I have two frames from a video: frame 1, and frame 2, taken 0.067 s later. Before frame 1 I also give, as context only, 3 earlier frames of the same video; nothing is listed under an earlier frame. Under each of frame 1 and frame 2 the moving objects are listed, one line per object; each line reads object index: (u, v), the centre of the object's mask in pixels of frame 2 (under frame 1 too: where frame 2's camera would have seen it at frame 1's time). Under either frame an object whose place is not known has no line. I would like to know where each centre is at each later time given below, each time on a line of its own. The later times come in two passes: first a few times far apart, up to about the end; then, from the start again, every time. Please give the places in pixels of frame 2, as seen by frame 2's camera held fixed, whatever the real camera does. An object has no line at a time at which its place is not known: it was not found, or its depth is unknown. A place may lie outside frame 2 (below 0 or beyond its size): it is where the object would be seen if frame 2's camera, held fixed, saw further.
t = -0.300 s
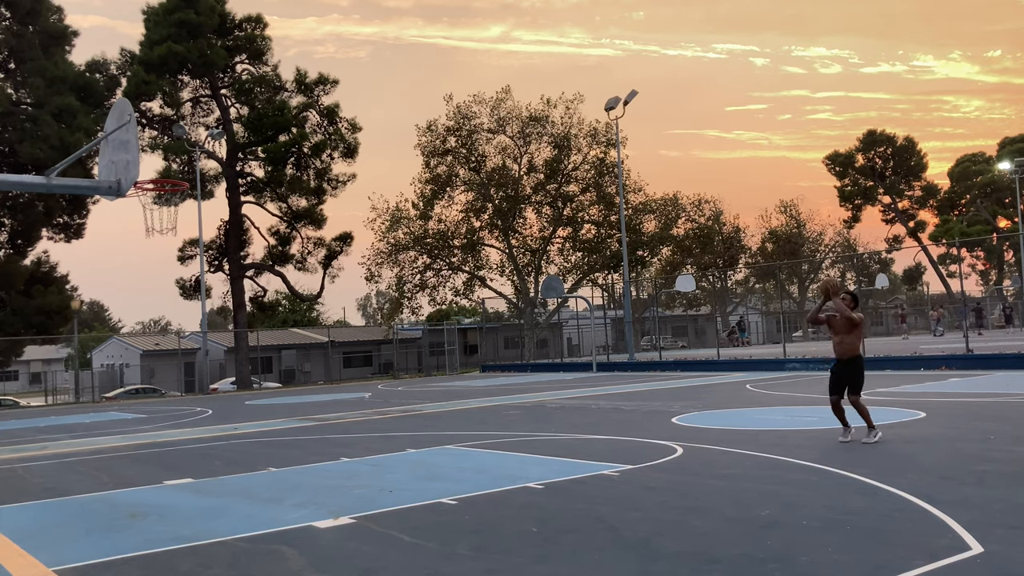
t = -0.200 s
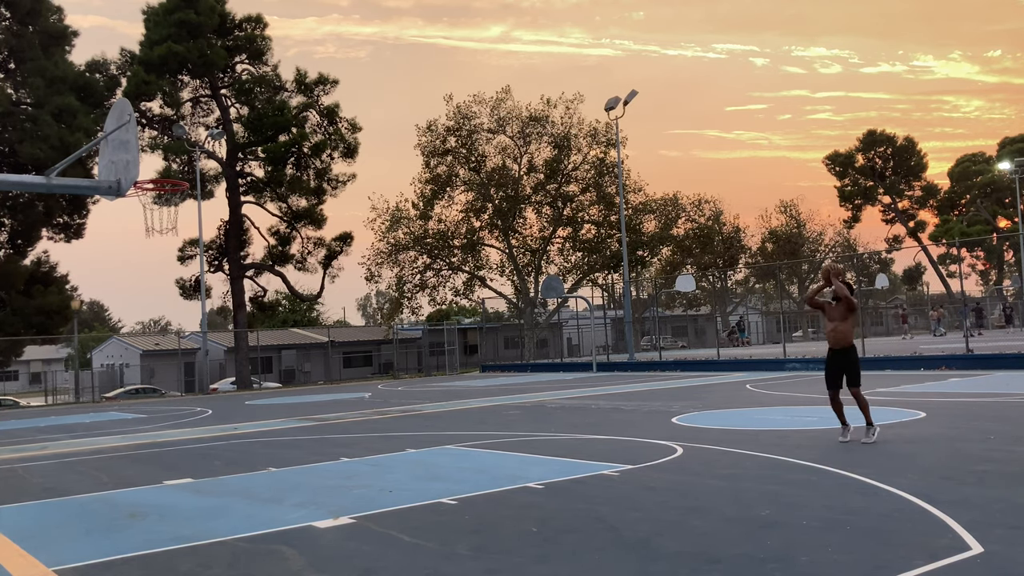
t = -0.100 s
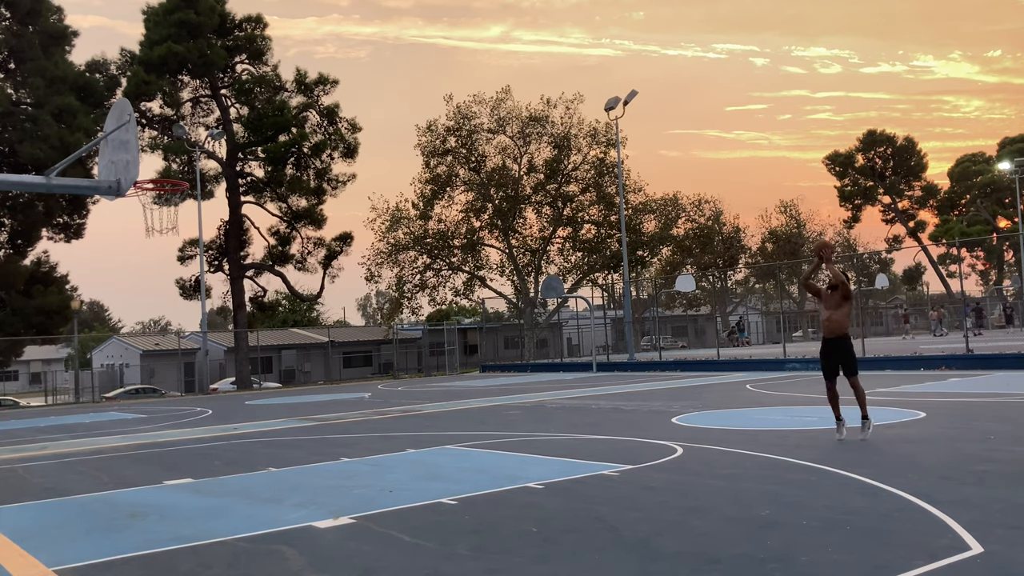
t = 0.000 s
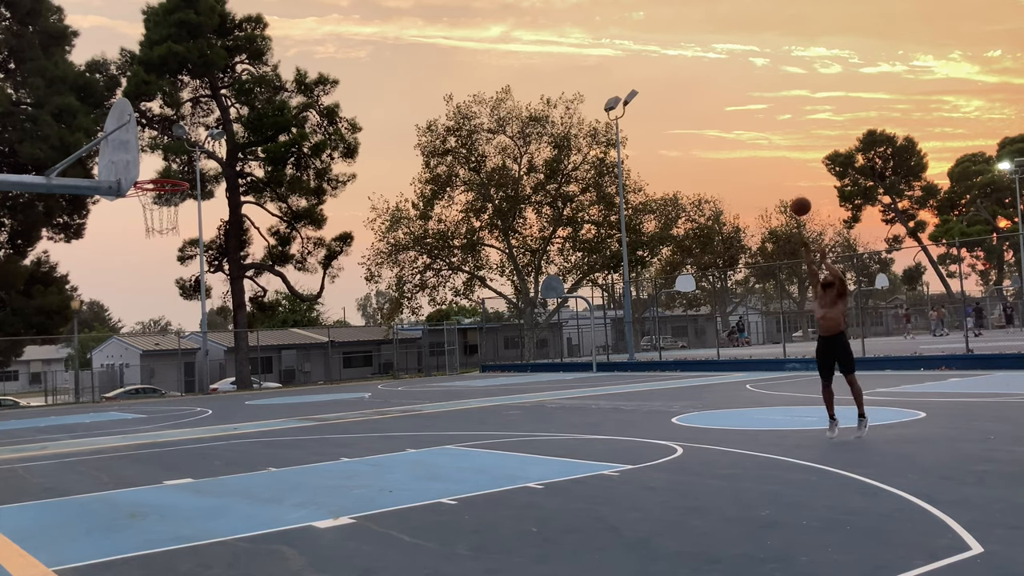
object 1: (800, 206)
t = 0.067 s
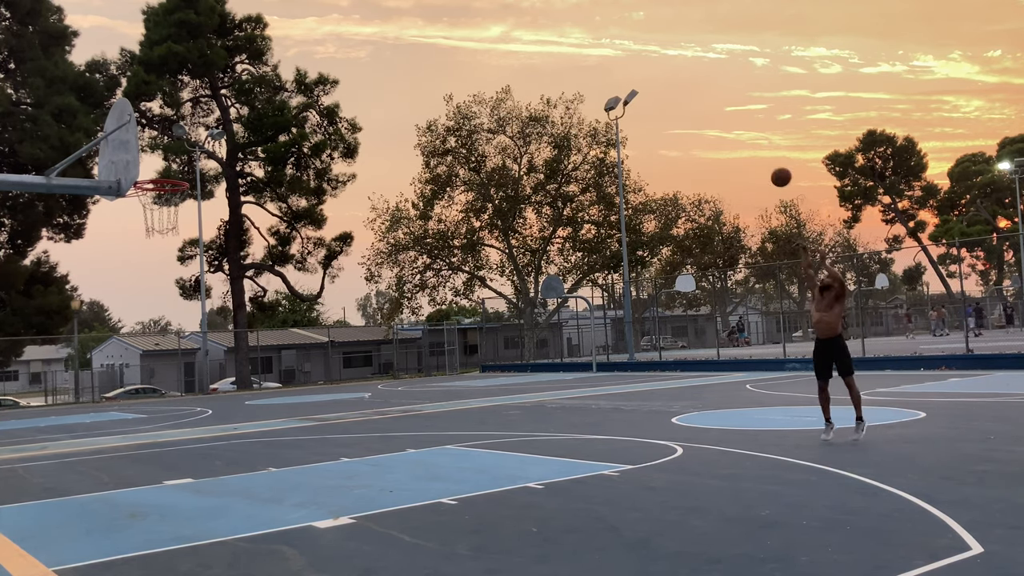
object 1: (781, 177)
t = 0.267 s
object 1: (723, 110)
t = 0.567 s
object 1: (638, 70)
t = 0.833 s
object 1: (563, 97)
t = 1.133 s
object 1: (480, 204)
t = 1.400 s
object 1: (406, 371)
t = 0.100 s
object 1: (771, 164)
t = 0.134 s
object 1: (761, 151)
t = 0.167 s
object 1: (752, 140)
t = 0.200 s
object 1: (742, 129)
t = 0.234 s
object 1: (732, 119)
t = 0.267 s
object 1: (723, 110)
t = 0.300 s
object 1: (713, 102)
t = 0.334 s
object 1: (704, 95)
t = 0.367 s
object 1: (694, 89)
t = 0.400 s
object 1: (685, 83)
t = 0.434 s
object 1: (675, 79)
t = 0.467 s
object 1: (666, 75)
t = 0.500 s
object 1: (656, 72)
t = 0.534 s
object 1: (647, 70)
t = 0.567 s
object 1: (638, 70)
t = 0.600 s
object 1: (629, 70)
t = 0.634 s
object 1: (619, 71)
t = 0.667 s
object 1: (610, 73)
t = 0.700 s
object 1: (601, 76)
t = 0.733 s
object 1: (591, 80)
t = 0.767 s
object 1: (582, 85)
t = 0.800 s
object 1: (573, 90)
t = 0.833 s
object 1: (563, 97)
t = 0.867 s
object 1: (554, 105)
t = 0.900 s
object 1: (545, 114)
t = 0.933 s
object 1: (536, 123)
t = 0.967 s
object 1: (527, 135)
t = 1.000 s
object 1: (517, 146)
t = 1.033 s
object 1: (508, 160)
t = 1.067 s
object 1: (499, 173)
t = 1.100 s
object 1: (490, 189)
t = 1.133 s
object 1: (480, 204)
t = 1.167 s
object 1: (472, 221)
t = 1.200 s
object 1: (463, 240)
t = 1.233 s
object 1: (452, 259)
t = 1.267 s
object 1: (443, 278)
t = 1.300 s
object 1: (434, 300)
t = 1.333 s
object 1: (425, 322)
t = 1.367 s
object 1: (415, 346)
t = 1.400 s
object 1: (406, 371)
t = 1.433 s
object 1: (396, 397)
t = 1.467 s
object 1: (386, 425)
